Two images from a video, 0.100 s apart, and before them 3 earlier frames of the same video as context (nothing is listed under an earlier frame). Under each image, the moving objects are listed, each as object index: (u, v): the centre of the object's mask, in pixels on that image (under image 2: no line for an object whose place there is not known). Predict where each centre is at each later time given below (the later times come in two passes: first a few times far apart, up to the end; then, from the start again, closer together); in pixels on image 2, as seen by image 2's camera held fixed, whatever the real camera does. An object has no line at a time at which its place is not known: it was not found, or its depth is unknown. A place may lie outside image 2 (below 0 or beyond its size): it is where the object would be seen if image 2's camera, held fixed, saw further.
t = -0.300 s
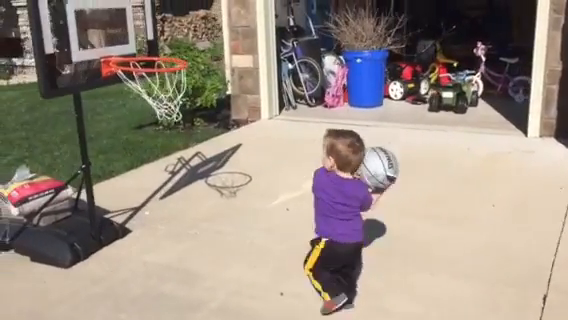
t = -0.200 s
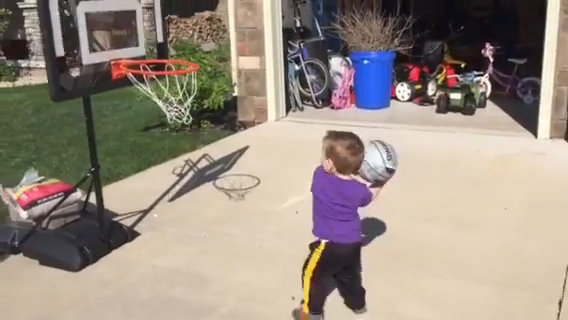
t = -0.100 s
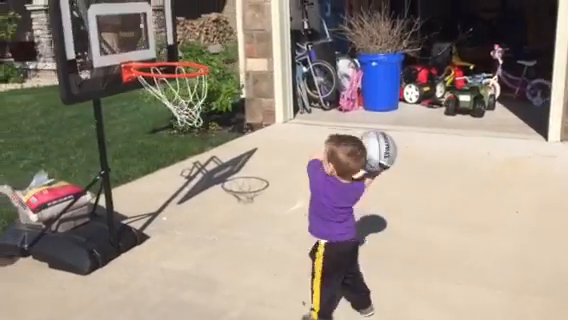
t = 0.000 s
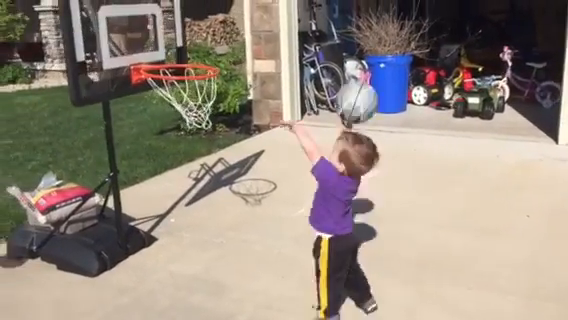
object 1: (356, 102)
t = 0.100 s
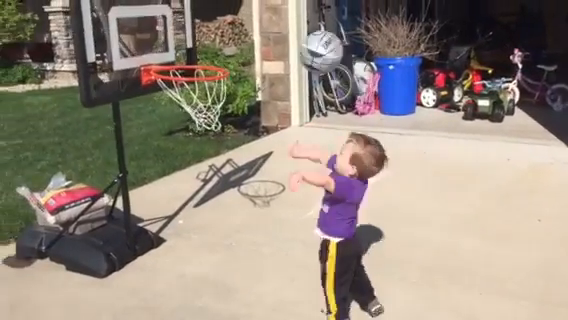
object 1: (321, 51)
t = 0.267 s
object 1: (245, 16)
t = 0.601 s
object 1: (159, 54)
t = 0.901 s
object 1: (177, 51)
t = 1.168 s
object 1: (208, 62)
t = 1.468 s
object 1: (169, 60)
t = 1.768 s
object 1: (209, 62)
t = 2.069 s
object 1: (171, 63)
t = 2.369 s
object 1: (219, 105)
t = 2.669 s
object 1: (194, 193)
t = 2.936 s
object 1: (161, 215)
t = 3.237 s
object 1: (111, 186)
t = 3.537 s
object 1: (73, 296)
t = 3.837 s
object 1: (6, 250)
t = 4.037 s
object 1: (-30, 343)
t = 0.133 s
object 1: (306, 40)
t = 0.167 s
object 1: (291, 31)
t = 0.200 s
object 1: (275, 22)
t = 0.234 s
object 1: (259, 18)
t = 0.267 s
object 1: (245, 16)
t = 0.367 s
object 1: (201, 26)
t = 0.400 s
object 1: (188, 33)
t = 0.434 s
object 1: (175, 45)
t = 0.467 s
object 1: (164, 57)
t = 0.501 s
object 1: (162, 55)
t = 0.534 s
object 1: (160, 53)
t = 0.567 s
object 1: (157, 53)
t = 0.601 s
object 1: (159, 54)
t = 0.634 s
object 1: (159, 52)
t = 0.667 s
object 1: (158, 52)
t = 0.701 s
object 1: (159, 51)
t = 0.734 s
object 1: (161, 51)
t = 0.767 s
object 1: (163, 50)
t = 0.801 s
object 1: (167, 51)
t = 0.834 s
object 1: (169, 50)
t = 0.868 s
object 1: (172, 51)
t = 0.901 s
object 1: (177, 51)
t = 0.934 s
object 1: (183, 52)
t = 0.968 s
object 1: (187, 52)
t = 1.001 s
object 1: (192, 54)
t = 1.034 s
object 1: (198, 55)
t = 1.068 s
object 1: (202, 57)
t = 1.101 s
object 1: (206, 59)
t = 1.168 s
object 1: (208, 62)
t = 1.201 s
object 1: (206, 63)
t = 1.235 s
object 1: (202, 64)
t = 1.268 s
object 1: (192, 65)
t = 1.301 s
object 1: (185, 65)
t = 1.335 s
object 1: (177, 64)
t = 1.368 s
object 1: (172, 63)
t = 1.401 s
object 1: (169, 62)
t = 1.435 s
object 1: (170, 61)
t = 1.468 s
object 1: (169, 60)
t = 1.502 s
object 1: (173, 60)
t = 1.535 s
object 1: (179, 58)
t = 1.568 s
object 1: (184, 59)
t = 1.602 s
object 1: (190, 58)
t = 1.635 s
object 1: (197, 59)
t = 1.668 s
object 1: (201, 59)
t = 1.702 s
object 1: (206, 60)
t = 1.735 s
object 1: (208, 61)
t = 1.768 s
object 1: (209, 62)
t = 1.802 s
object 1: (207, 62)
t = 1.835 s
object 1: (203, 63)
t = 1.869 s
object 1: (197, 64)
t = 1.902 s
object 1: (189, 65)
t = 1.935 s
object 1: (182, 64)
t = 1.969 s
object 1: (176, 64)
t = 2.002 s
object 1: (171, 64)
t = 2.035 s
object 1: (171, 63)
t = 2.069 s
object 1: (171, 63)
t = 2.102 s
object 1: (173, 64)
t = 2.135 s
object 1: (179, 63)
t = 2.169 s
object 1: (186, 64)
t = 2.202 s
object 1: (193, 66)
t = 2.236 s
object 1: (199, 72)
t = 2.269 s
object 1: (204, 78)
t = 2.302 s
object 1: (210, 87)
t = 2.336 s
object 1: (217, 97)
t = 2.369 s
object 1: (219, 105)
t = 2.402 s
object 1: (218, 109)
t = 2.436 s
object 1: (217, 112)
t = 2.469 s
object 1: (215, 117)
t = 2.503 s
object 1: (211, 122)
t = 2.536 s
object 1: (207, 133)
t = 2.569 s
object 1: (203, 145)
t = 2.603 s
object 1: (200, 158)
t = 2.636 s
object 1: (197, 173)
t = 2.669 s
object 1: (194, 193)
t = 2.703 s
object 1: (192, 214)
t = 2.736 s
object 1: (189, 237)
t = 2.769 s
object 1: (186, 262)
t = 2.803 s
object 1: (184, 276)
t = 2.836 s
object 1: (178, 258)
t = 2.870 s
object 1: (172, 241)
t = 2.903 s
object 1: (167, 226)
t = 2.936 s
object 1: (161, 215)
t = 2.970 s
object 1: (156, 201)
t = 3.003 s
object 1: (149, 191)
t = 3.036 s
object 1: (142, 183)
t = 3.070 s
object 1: (136, 178)
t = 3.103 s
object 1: (130, 175)
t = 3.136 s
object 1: (125, 174)
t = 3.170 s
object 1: (120, 175)
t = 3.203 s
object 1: (115, 179)
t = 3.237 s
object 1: (111, 186)
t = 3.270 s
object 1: (107, 196)
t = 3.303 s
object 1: (104, 207)
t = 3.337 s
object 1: (99, 221)
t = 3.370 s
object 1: (95, 239)
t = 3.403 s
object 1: (92, 259)
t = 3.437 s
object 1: (89, 281)
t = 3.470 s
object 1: (87, 306)
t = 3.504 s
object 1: (81, 312)
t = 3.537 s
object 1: (73, 296)
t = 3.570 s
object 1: (66, 282)
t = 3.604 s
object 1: (58, 270)
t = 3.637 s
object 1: (50, 260)
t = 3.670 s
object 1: (42, 252)
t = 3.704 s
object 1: (34, 247)
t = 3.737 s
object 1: (26, 244)
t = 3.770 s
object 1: (20, 242)
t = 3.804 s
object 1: (13, 245)
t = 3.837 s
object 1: (6, 250)
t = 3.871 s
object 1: (-1, 258)
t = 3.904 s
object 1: (-7, 269)
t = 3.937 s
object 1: (-13, 283)
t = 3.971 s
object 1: (-19, 300)
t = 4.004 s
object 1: (-25, 321)
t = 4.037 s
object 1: (-30, 343)
